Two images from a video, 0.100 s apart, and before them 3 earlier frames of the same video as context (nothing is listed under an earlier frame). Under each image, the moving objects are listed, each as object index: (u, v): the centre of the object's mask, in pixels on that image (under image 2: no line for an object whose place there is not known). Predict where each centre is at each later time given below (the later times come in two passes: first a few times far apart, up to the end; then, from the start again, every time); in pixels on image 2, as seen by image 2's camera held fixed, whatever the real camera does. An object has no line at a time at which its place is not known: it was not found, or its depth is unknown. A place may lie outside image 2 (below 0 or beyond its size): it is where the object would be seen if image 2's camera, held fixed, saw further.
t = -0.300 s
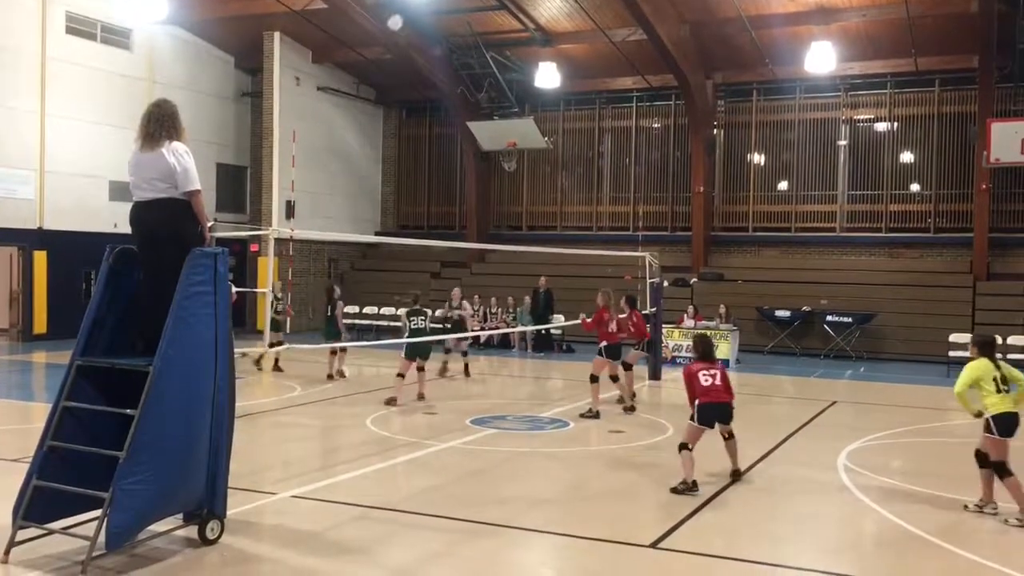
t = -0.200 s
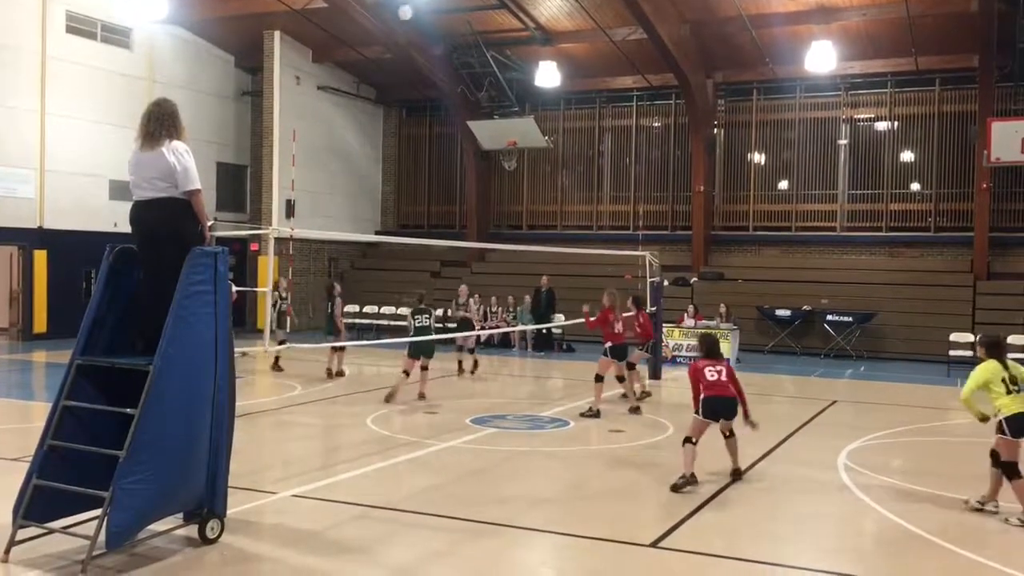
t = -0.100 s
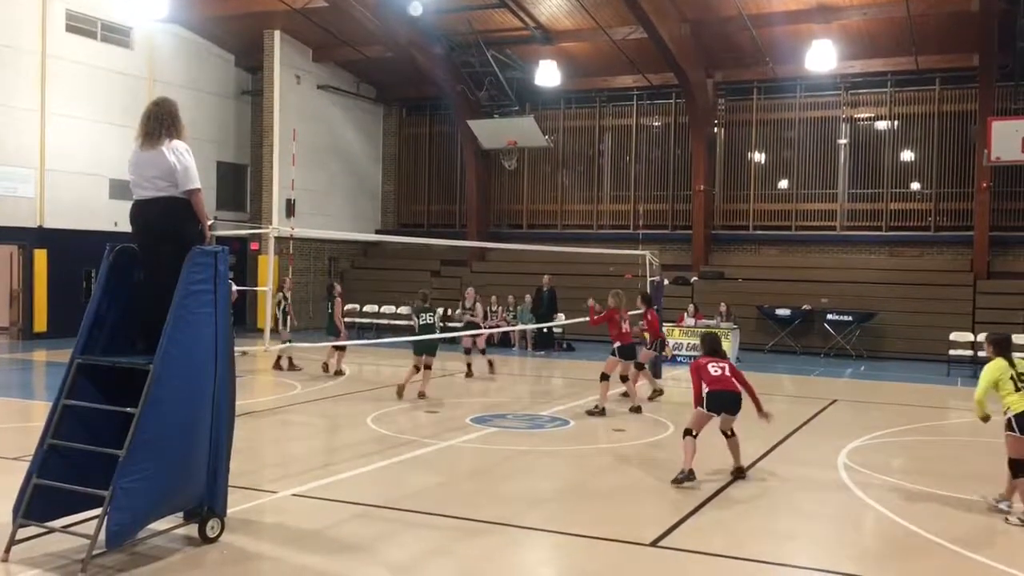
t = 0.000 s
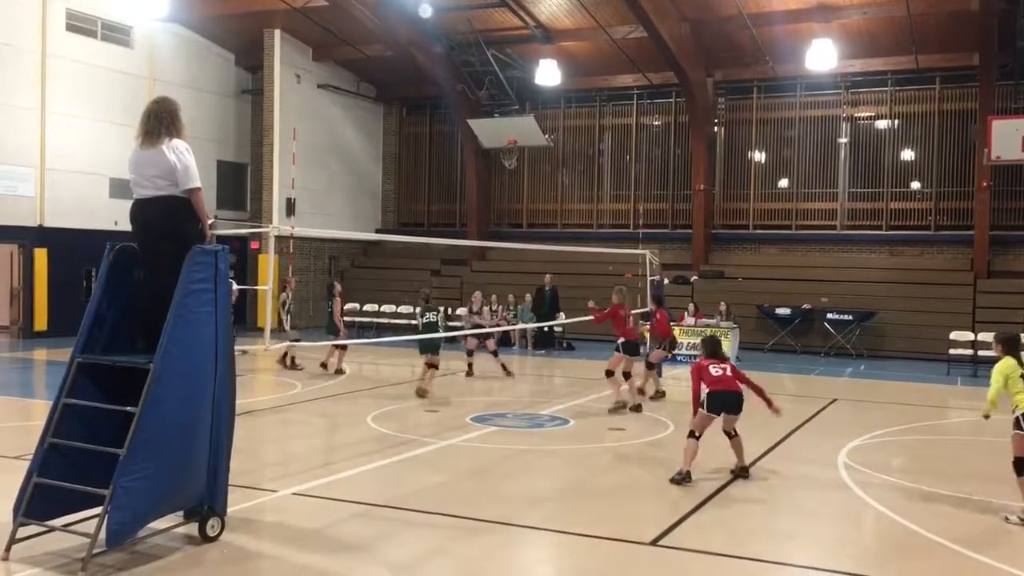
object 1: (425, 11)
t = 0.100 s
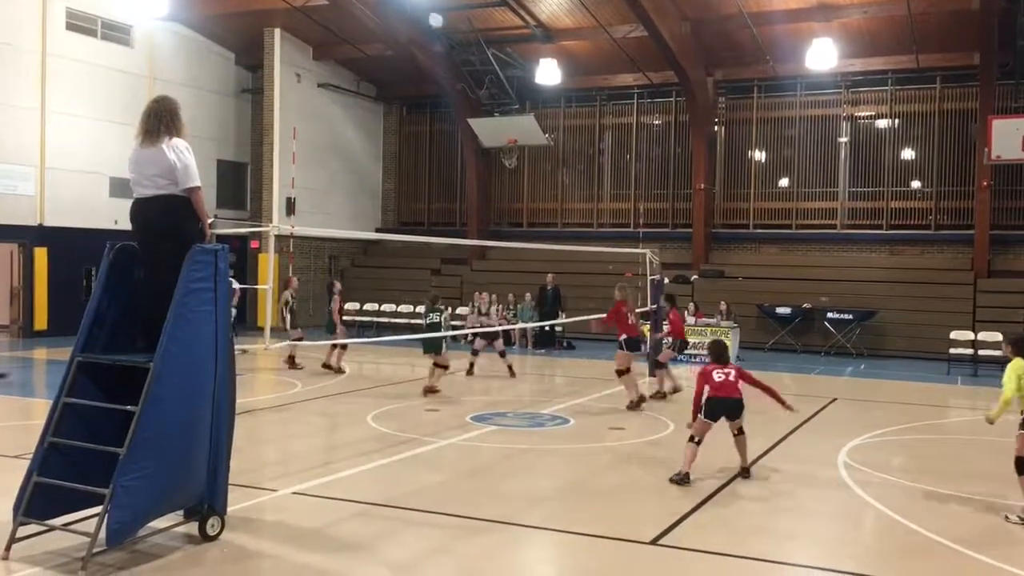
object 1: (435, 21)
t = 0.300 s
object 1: (453, 57)
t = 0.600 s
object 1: (477, 157)
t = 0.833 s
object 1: (492, 269)
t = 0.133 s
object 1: (438, 25)
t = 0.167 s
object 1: (441, 30)
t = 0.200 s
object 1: (444, 36)
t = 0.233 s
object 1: (447, 42)
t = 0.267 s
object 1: (450, 50)
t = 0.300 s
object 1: (453, 57)
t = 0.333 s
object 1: (456, 66)
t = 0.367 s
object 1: (459, 76)
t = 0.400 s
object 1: (462, 85)
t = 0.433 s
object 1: (464, 96)
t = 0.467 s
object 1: (467, 107)
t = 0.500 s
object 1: (469, 118)
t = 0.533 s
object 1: (472, 131)
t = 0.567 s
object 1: (475, 144)
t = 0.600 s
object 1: (477, 157)
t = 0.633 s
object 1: (480, 172)
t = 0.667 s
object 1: (482, 186)
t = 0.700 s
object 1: (484, 202)
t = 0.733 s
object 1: (486, 218)
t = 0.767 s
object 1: (488, 233)
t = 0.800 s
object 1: (491, 253)
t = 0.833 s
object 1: (492, 269)
